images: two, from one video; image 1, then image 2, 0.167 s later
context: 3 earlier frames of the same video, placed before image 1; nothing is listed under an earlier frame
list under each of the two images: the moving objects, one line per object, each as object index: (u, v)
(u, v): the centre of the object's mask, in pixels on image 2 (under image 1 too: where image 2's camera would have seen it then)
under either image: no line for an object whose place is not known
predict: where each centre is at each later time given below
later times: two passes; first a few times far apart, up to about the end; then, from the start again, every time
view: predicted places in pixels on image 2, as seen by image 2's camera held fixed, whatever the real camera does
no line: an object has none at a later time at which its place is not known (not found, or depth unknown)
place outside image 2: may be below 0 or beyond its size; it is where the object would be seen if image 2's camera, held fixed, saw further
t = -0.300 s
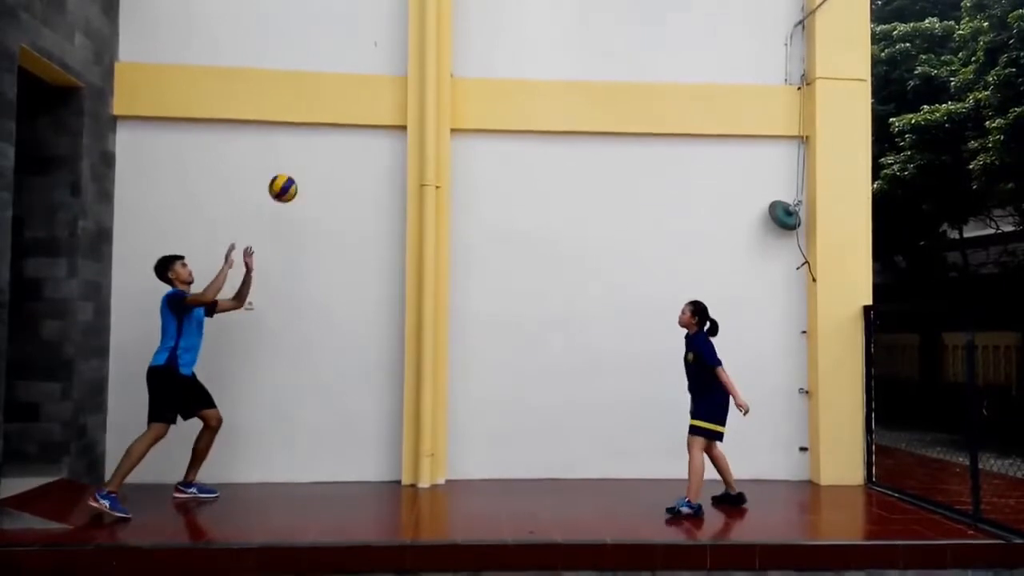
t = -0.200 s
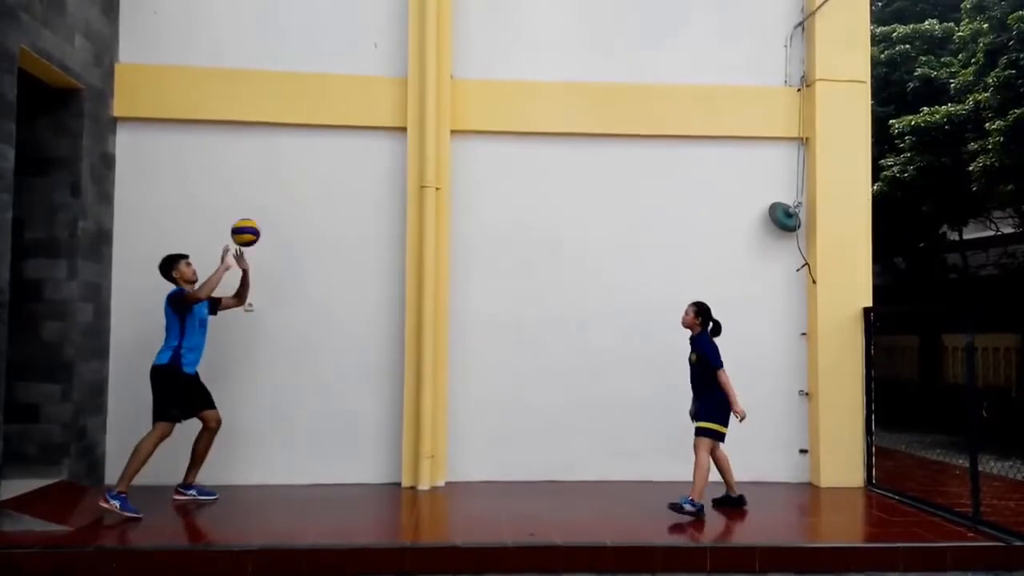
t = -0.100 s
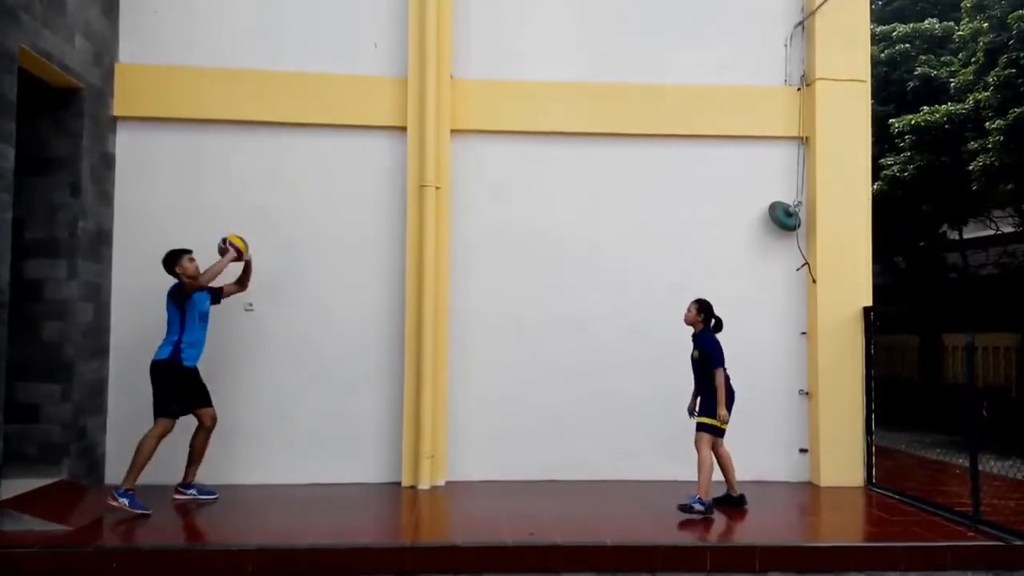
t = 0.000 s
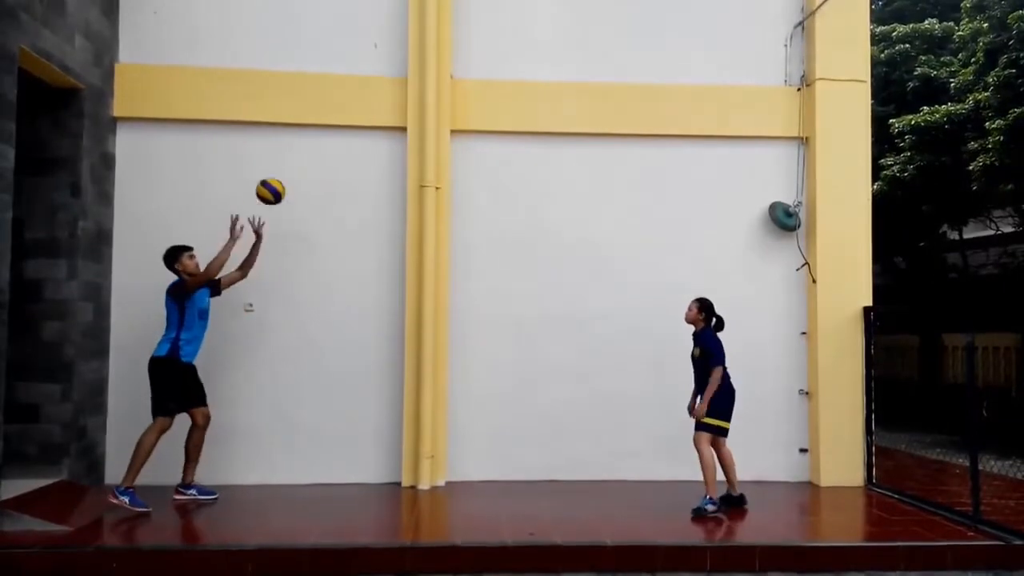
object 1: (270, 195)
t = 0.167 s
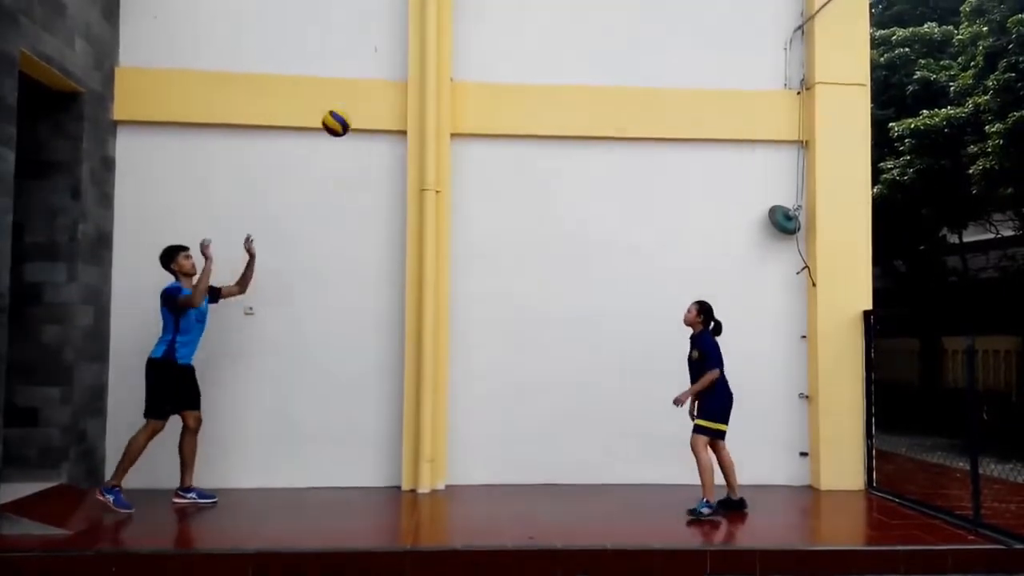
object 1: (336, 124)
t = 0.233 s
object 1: (362, 105)
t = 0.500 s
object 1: (466, 84)
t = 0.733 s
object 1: (555, 144)
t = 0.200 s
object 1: (349, 114)
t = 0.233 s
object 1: (362, 105)
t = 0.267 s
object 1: (375, 97)
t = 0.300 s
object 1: (388, 92)
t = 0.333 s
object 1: (401, 87)
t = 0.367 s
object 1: (414, 84)
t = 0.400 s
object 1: (426, 82)
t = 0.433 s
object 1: (440, 82)
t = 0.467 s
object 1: (453, 82)
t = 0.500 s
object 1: (466, 84)
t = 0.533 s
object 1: (478, 89)
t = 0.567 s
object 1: (491, 94)
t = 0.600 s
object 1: (504, 101)
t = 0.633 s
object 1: (517, 109)
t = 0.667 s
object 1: (530, 120)
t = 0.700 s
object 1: (542, 131)
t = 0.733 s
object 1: (555, 144)
